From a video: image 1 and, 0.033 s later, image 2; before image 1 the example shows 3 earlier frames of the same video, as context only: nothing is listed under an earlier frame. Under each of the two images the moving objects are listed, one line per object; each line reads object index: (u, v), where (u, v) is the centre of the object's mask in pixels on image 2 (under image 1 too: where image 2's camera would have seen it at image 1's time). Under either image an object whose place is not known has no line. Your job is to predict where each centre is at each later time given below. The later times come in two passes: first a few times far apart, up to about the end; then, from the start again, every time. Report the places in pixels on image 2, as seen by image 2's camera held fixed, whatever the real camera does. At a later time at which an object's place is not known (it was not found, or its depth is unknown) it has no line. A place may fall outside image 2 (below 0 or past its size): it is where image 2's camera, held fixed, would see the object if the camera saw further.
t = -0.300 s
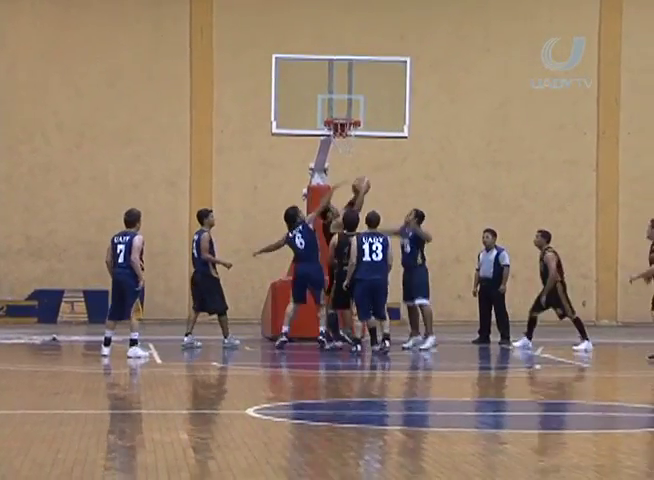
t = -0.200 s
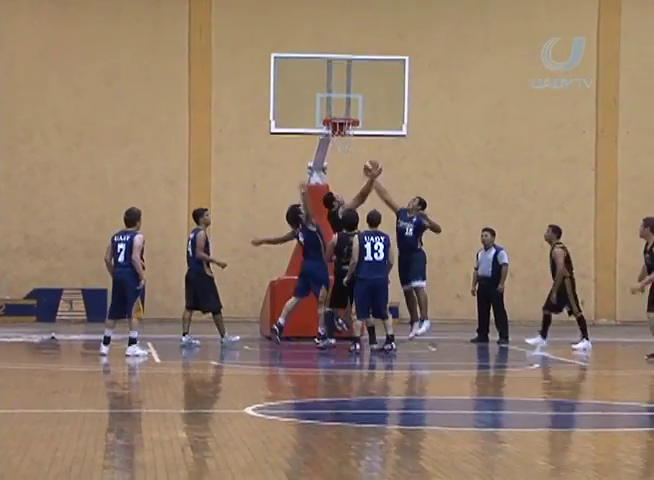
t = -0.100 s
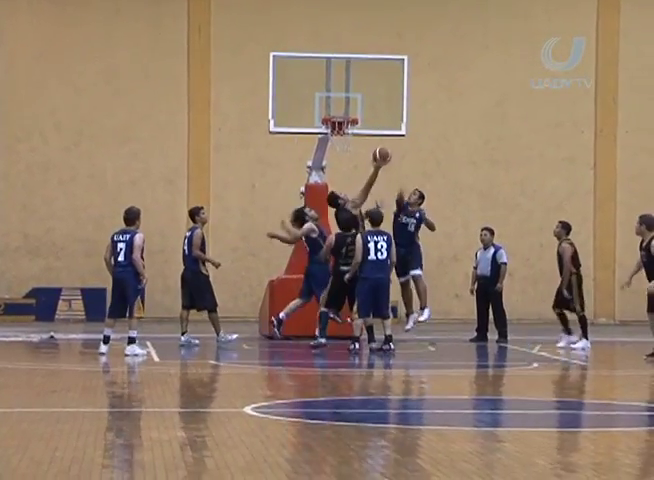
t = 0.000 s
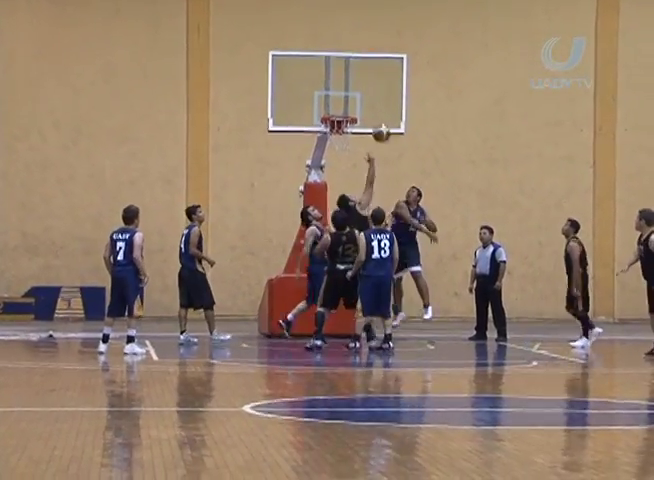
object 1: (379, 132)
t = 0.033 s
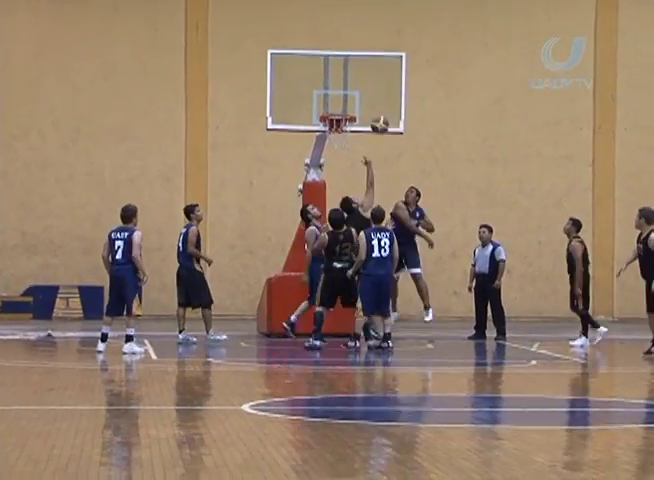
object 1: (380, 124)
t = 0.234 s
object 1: (377, 99)
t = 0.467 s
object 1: (373, 107)
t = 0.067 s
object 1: (380, 118)
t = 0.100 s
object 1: (380, 114)
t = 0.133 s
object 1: (378, 108)
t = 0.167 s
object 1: (377, 105)
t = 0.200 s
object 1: (378, 101)
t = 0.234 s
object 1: (377, 99)
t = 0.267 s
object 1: (376, 97)
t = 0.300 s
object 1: (376, 97)
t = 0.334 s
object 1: (375, 98)
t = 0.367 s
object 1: (375, 98)
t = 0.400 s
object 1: (375, 101)
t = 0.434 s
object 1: (374, 103)
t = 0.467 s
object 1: (373, 107)
